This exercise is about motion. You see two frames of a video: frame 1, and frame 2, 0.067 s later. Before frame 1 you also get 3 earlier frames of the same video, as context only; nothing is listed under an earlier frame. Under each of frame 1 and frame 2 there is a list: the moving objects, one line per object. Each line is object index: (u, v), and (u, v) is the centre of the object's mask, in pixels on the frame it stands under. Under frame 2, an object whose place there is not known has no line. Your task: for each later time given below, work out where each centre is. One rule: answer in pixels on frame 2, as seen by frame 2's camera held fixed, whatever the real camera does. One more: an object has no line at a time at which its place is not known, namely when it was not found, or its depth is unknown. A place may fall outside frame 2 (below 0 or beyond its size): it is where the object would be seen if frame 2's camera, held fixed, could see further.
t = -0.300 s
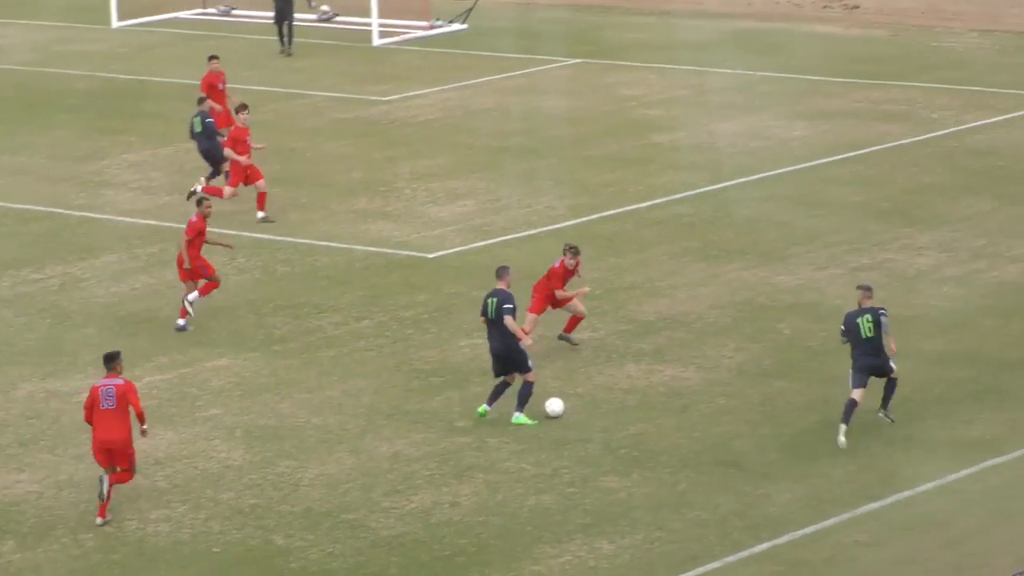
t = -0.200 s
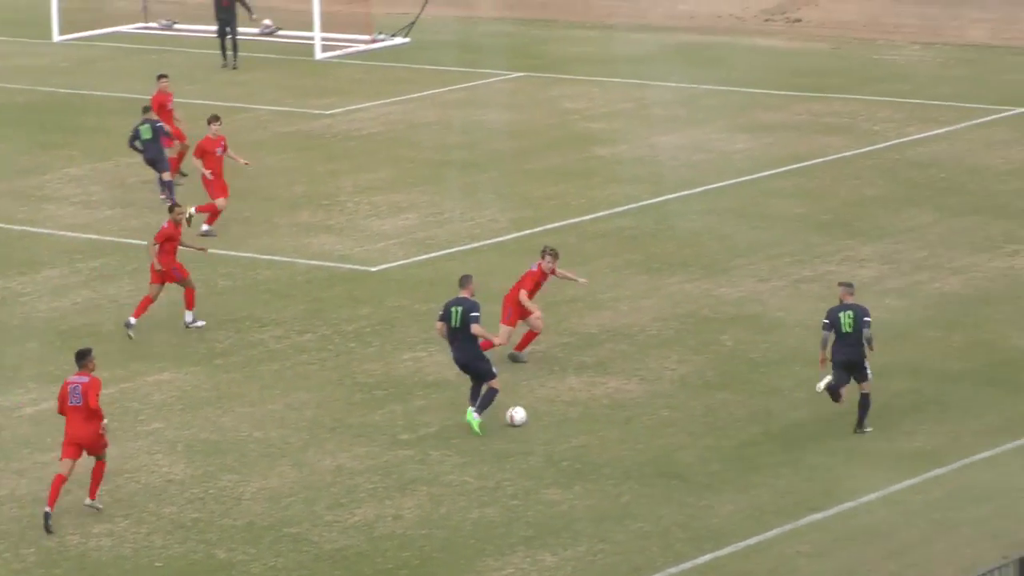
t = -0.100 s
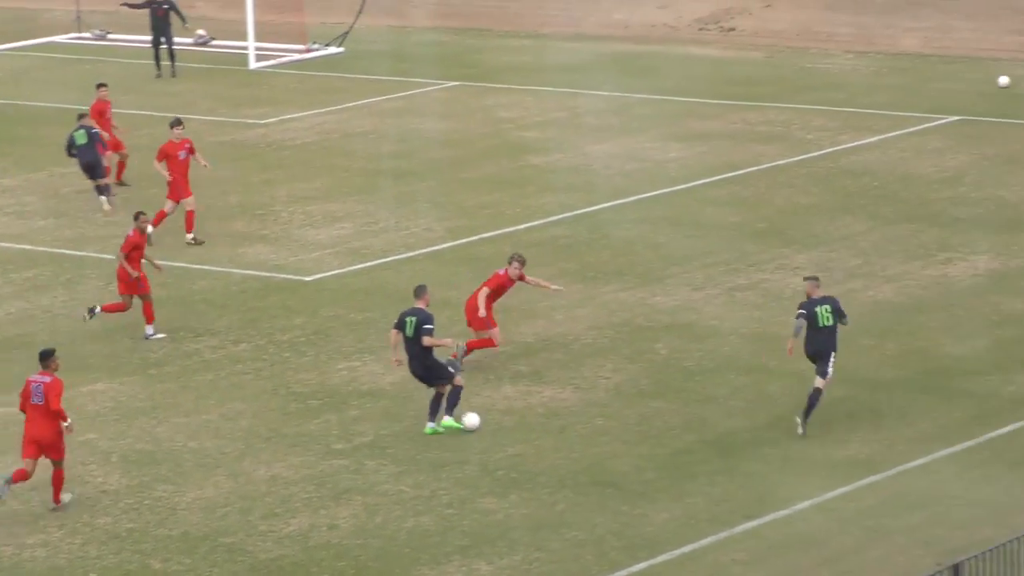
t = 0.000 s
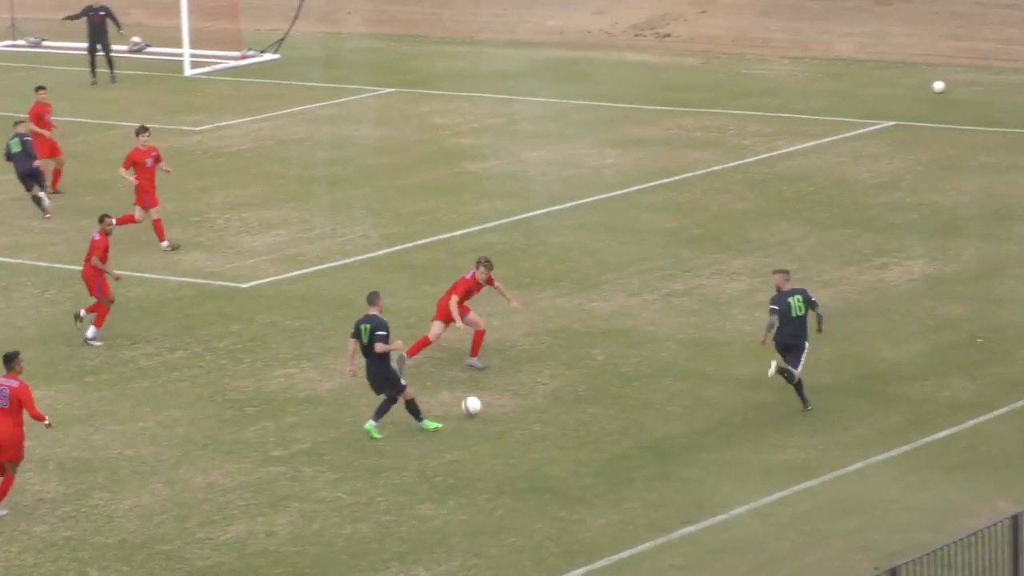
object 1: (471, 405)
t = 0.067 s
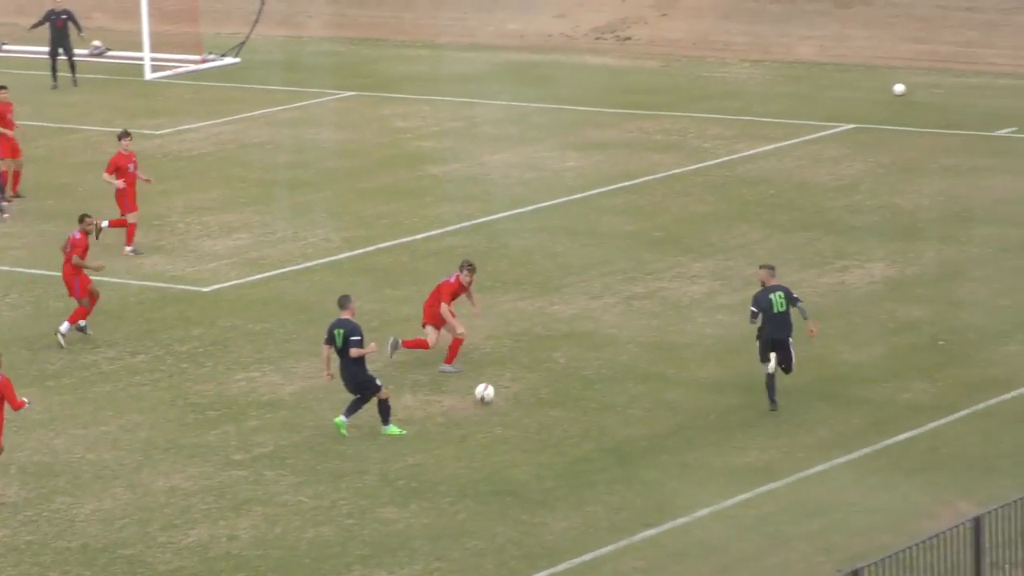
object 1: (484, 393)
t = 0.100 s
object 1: (509, 387)
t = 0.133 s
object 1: (532, 381)
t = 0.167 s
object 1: (552, 371)
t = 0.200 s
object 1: (571, 362)
